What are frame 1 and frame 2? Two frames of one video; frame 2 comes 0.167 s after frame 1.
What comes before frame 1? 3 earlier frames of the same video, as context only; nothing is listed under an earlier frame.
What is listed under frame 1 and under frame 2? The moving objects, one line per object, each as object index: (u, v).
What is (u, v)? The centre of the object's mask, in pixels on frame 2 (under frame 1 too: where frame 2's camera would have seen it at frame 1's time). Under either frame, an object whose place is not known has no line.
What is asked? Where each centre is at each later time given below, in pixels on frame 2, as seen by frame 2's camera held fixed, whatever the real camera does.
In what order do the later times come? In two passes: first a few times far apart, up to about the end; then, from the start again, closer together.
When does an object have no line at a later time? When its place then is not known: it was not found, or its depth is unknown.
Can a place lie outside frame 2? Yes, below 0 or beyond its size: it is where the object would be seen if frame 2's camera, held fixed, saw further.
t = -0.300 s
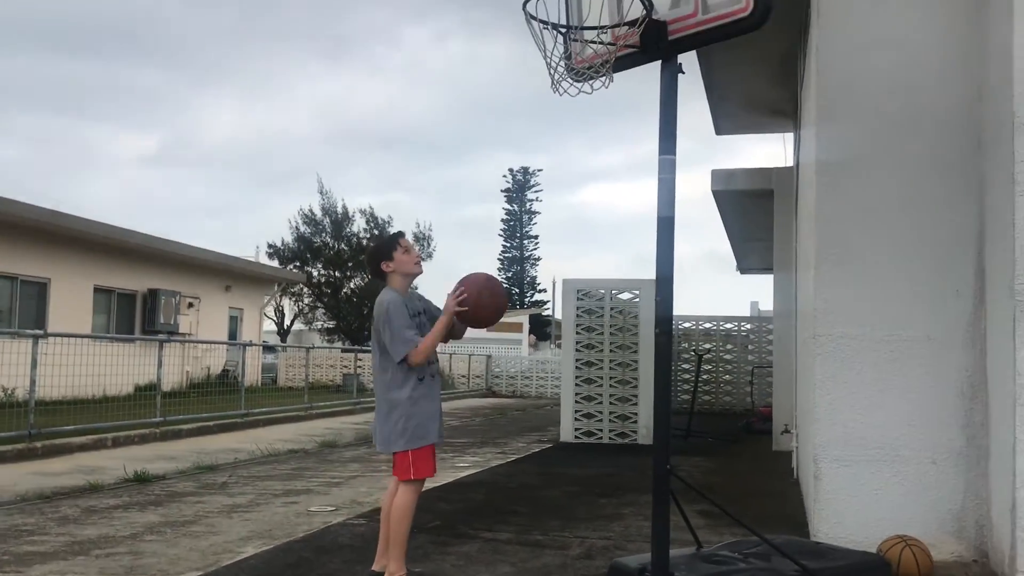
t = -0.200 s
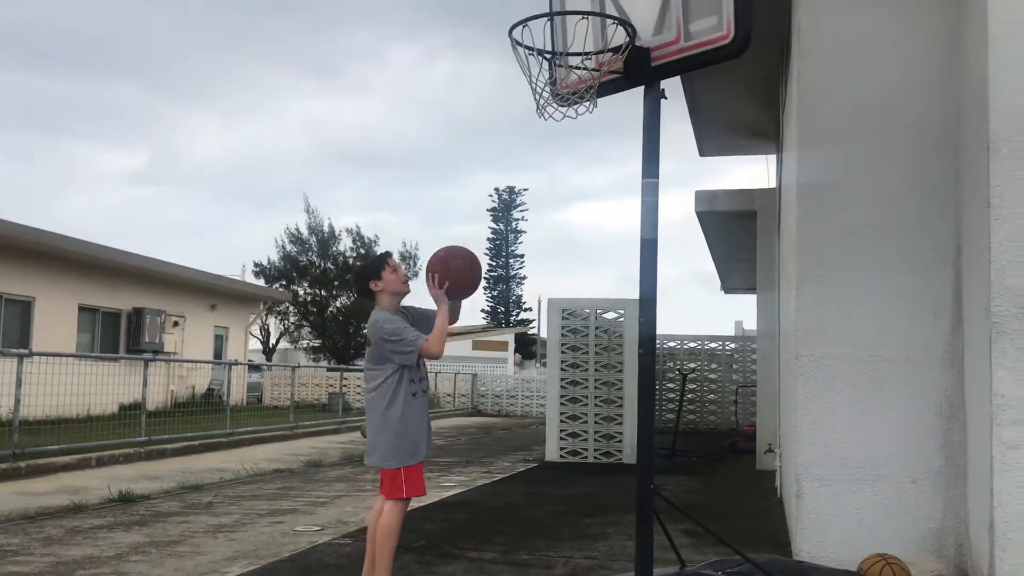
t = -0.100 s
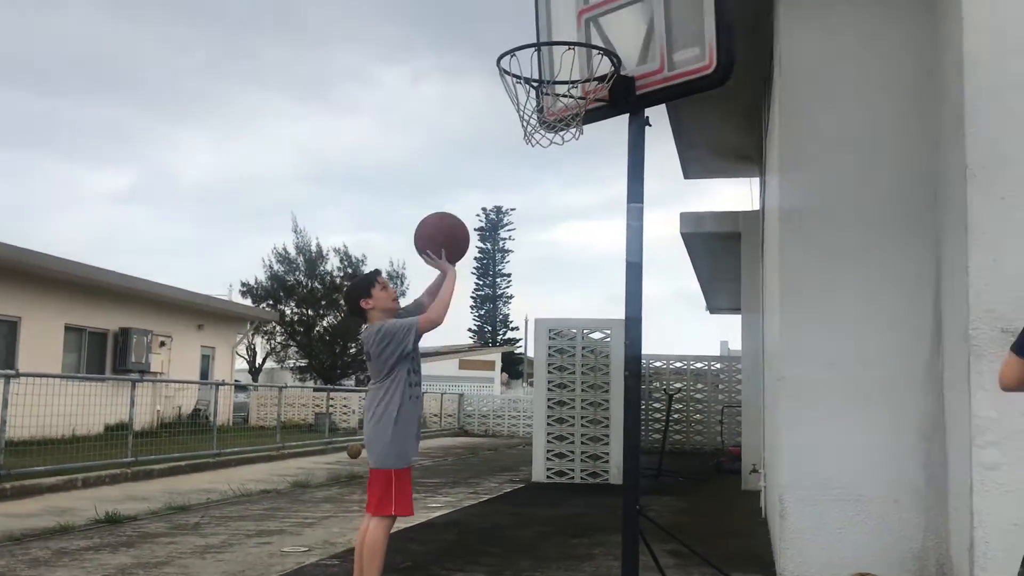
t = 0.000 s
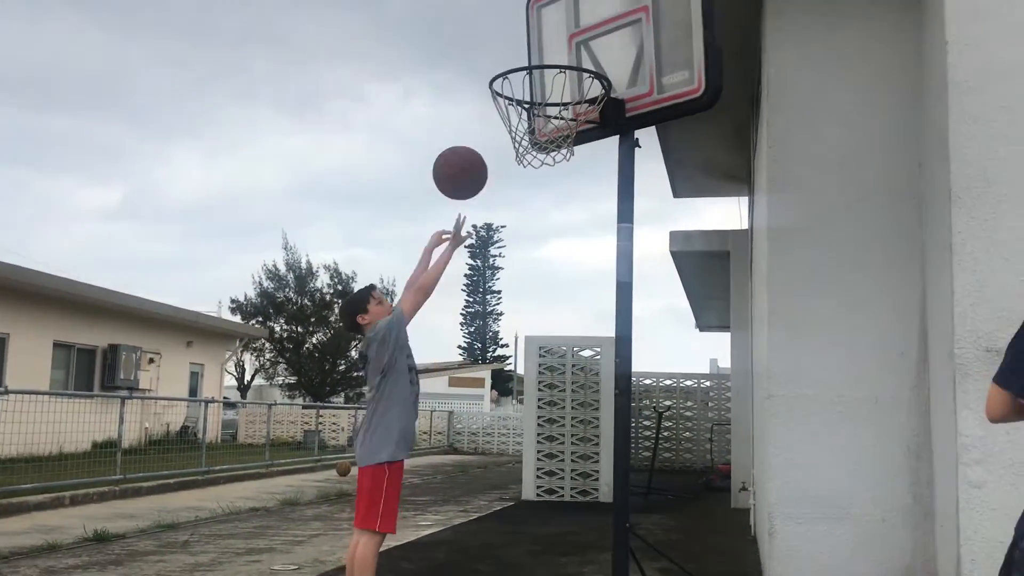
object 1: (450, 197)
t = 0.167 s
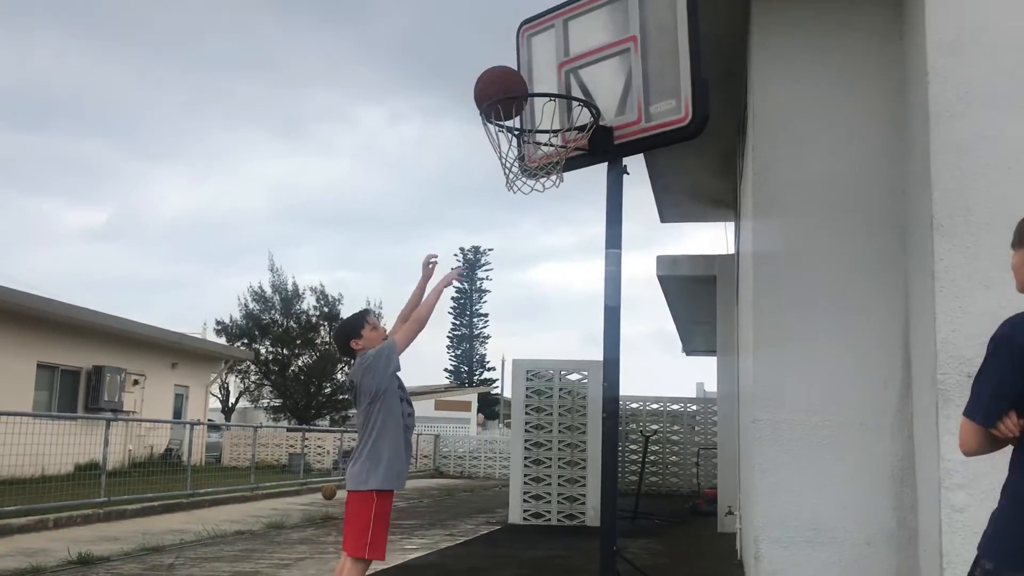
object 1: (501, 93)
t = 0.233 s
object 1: (521, 67)
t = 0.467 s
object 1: (548, 66)
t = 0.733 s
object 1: (551, 215)
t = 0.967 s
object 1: (542, 482)
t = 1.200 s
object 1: (522, 560)
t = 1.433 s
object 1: (491, 370)
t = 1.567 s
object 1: (470, 327)
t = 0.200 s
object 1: (511, 79)
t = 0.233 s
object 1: (521, 67)
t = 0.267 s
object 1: (531, 58)
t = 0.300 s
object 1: (542, 51)
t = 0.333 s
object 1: (544, 49)
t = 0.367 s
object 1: (545, 50)
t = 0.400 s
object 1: (546, 52)
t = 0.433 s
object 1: (547, 58)
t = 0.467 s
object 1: (548, 66)
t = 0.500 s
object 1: (549, 76)
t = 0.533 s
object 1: (550, 89)
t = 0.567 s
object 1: (551, 106)
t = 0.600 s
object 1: (552, 126)
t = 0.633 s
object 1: (550, 147)
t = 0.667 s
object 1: (553, 169)
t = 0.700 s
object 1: (550, 199)
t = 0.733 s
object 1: (551, 215)
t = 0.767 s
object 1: (550, 242)
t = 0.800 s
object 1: (548, 272)
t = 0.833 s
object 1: (547, 307)
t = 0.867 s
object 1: (546, 344)
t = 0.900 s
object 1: (545, 386)
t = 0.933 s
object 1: (543, 432)
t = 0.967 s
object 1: (542, 482)
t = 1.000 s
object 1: (541, 535)
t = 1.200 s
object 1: (522, 560)
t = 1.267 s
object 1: (513, 491)
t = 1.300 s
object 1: (509, 461)
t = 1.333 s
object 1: (504, 433)
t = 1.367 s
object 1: (500, 409)
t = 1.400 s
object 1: (495, 389)
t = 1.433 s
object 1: (491, 370)
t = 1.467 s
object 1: (486, 355)
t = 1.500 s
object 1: (481, 343)
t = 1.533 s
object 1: (476, 333)
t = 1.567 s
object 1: (470, 327)
